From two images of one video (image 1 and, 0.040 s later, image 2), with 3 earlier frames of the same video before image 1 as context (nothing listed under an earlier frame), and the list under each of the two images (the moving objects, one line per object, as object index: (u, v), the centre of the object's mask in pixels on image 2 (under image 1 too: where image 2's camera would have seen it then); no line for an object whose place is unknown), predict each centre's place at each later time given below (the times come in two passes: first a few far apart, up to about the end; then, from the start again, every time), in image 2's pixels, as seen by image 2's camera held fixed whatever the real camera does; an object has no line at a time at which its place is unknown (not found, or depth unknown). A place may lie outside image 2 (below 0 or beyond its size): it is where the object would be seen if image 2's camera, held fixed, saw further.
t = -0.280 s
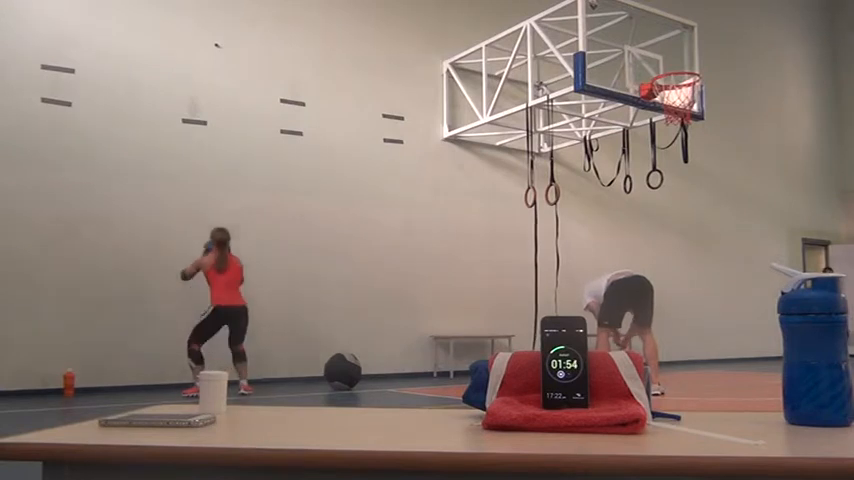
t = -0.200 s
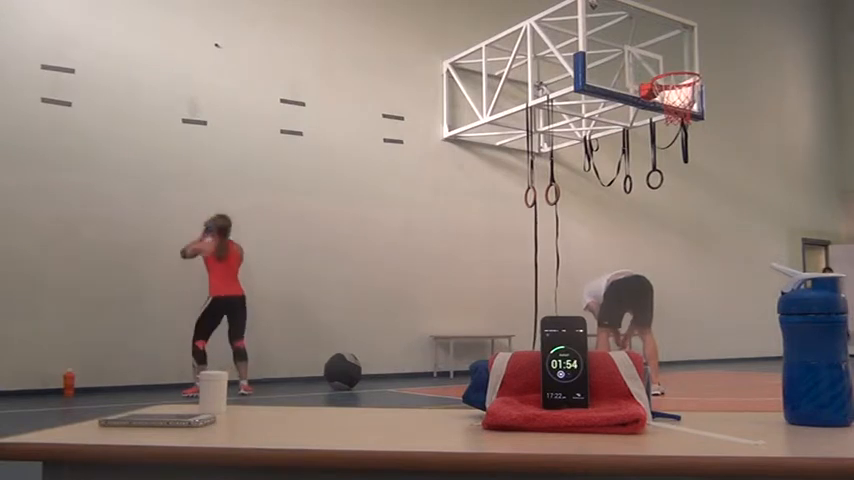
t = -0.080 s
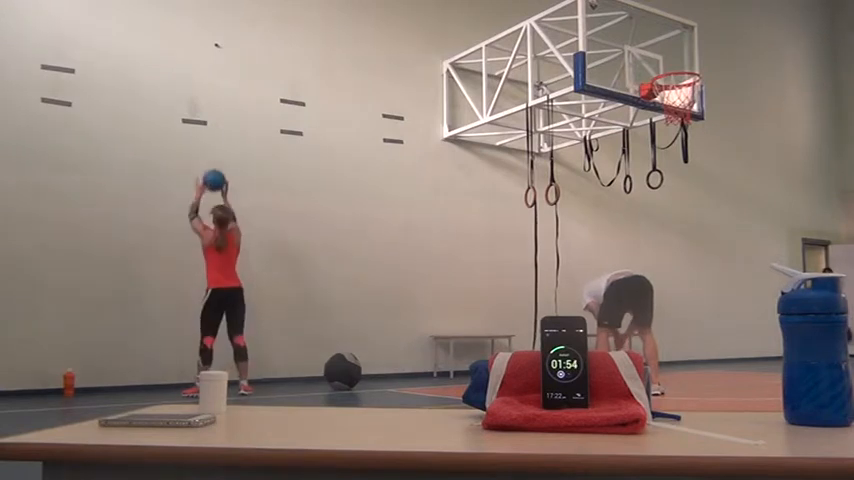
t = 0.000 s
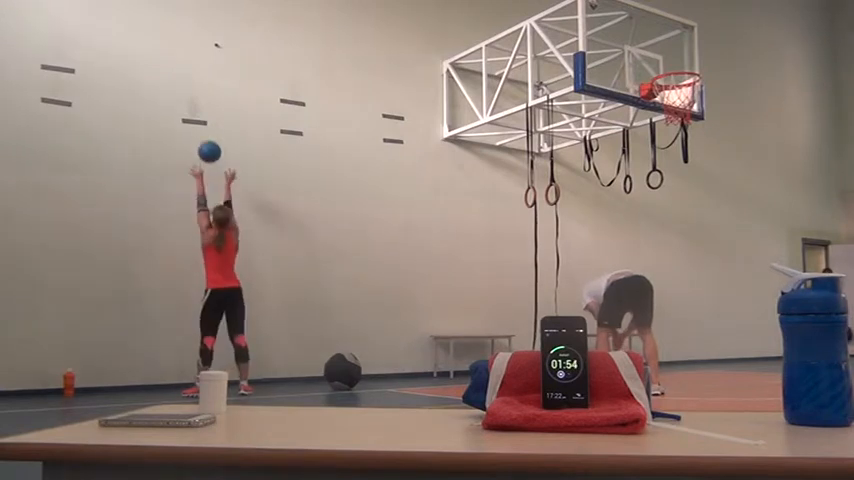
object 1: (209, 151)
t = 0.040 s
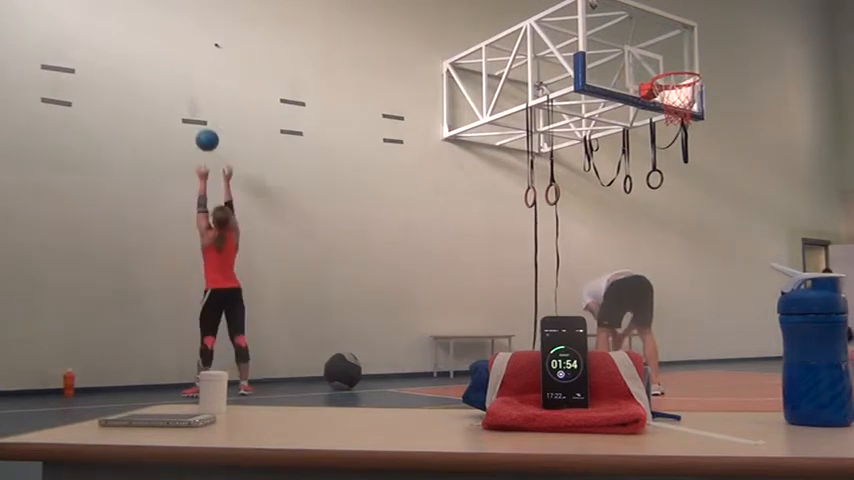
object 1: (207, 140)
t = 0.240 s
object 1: (195, 107)
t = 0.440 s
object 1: (198, 105)
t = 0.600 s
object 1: (203, 131)
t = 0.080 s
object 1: (205, 130)
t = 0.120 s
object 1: (202, 122)
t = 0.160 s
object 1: (200, 115)
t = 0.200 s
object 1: (198, 110)
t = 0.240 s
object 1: (195, 107)
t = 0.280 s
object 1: (194, 105)
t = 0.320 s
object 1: (195, 102)
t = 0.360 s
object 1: (196, 102)
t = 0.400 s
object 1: (197, 102)
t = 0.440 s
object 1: (198, 105)
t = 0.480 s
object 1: (200, 109)
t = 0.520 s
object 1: (201, 115)
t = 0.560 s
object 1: (202, 122)
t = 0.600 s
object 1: (203, 131)
